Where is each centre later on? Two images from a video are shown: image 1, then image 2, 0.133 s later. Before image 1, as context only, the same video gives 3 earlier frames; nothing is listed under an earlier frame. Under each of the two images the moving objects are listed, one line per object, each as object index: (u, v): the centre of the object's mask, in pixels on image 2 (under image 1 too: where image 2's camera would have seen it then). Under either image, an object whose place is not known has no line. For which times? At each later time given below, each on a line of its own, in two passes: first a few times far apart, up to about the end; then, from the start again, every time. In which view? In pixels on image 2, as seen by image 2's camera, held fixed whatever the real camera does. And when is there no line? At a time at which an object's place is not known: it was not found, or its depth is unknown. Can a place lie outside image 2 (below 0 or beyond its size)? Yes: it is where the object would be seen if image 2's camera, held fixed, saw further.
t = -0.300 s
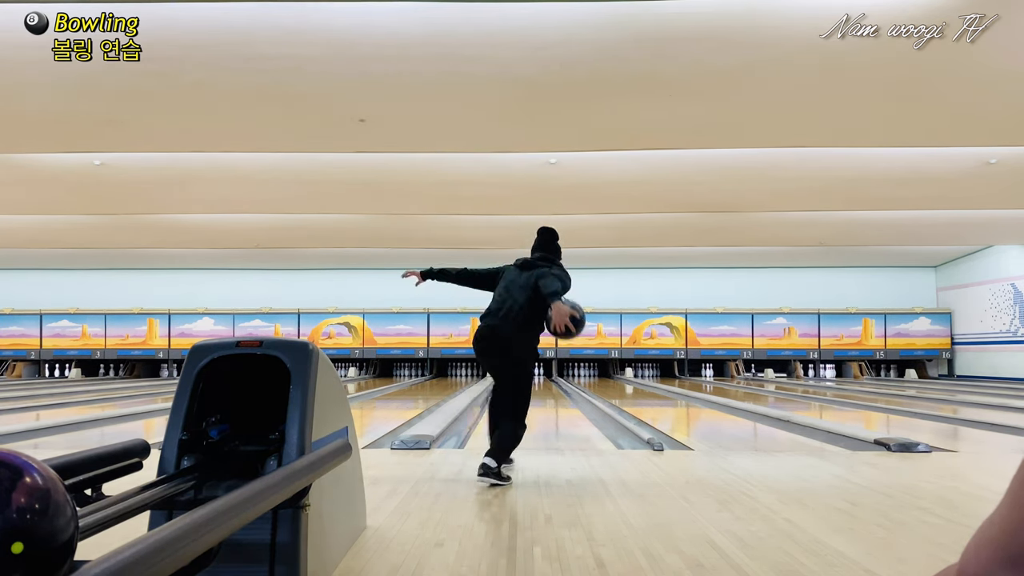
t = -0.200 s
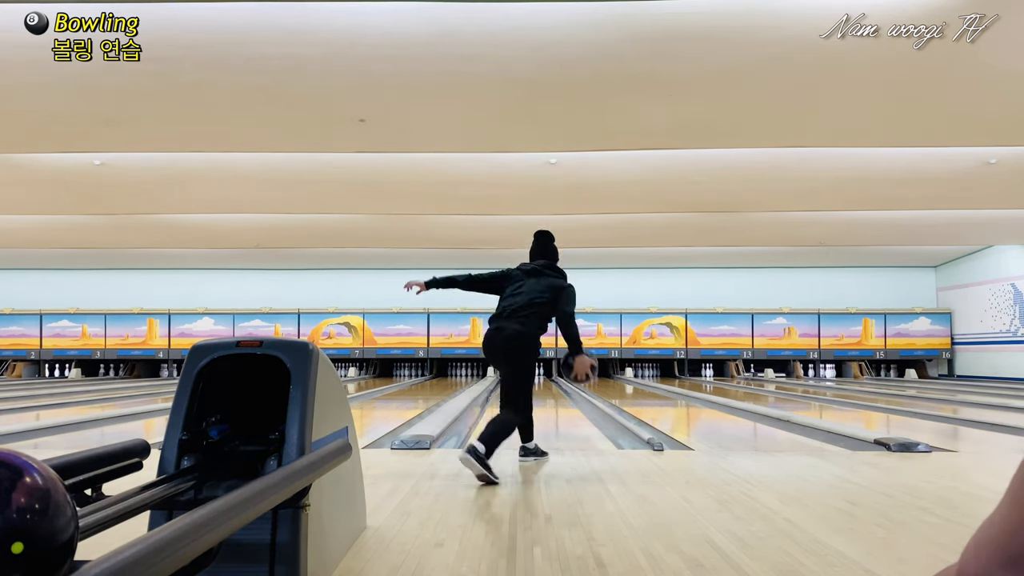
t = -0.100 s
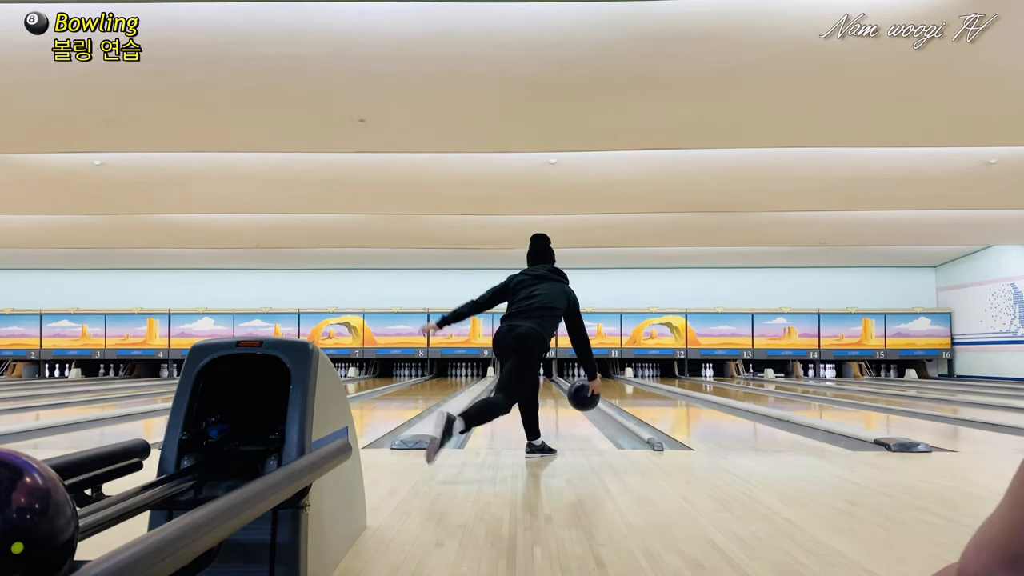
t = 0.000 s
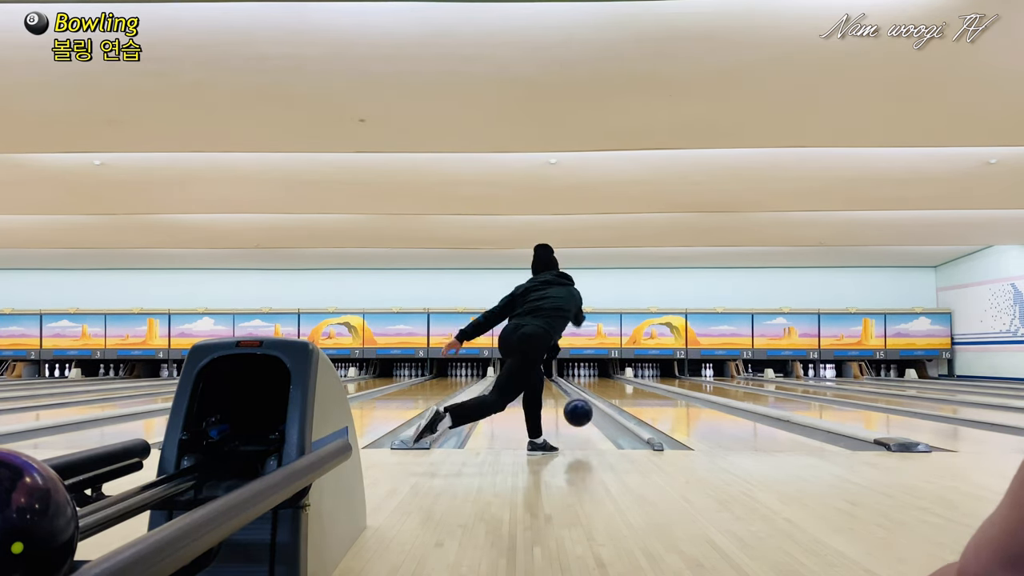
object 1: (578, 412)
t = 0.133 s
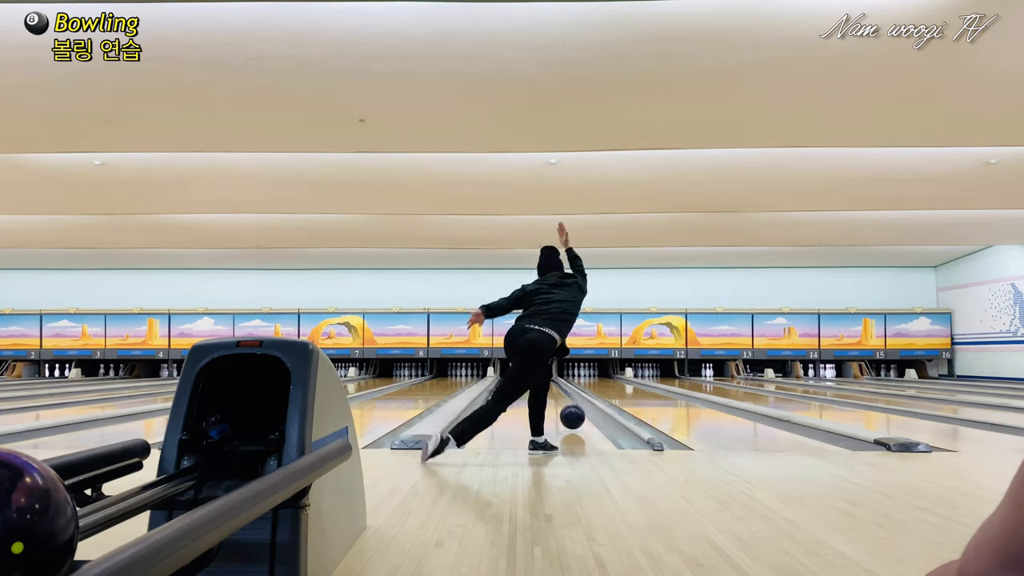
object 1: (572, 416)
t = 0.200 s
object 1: (569, 414)
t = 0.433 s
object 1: (562, 403)
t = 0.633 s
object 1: (557, 397)
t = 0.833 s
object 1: (552, 392)
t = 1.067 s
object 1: (546, 388)
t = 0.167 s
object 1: (571, 416)
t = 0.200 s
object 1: (569, 414)
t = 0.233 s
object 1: (568, 412)
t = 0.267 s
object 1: (567, 411)
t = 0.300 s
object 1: (566, 409)
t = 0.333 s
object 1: (565, 408)
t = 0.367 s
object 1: (564, 406)
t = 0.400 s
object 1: (563, 404)
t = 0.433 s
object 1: (562, 403)
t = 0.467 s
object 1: (561, 402)
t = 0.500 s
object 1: (560, 401)
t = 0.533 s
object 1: (559, 400)
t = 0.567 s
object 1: (559, 399)
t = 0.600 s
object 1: (558, 398)
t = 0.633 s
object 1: (557, 397)
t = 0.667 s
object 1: (556, 396)
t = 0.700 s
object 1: (556, 395)
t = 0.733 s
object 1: (555, 395)
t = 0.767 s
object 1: (554, 394)
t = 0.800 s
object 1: (553, 393)
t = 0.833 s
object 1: (552, 392)
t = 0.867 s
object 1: (551, 391)
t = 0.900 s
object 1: (550, 391)
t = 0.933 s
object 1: (549, 390)
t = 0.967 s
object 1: (548, 389)
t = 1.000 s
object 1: (547, 389)
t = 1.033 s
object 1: (547, 388)
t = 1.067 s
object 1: (546, 388)
